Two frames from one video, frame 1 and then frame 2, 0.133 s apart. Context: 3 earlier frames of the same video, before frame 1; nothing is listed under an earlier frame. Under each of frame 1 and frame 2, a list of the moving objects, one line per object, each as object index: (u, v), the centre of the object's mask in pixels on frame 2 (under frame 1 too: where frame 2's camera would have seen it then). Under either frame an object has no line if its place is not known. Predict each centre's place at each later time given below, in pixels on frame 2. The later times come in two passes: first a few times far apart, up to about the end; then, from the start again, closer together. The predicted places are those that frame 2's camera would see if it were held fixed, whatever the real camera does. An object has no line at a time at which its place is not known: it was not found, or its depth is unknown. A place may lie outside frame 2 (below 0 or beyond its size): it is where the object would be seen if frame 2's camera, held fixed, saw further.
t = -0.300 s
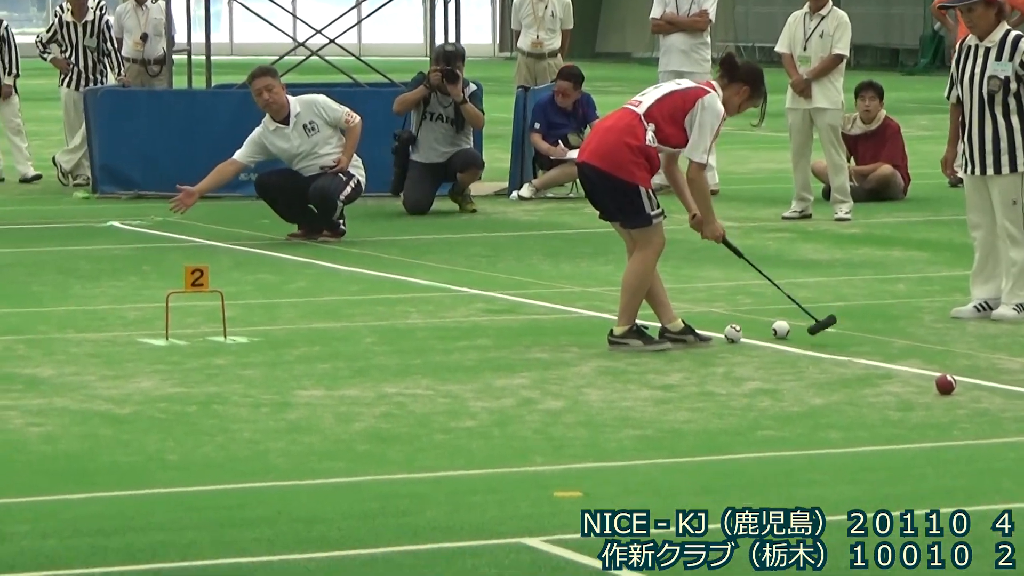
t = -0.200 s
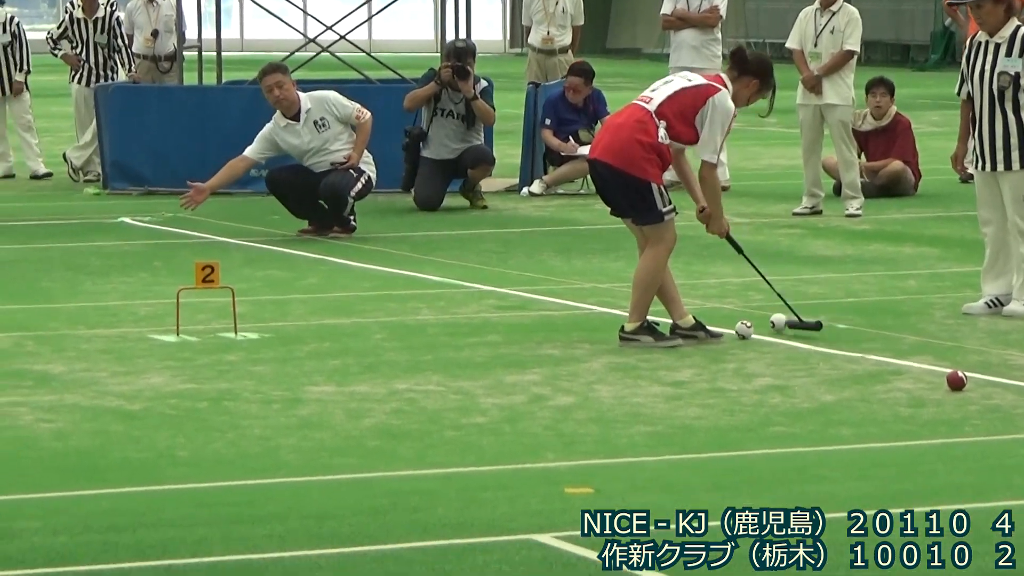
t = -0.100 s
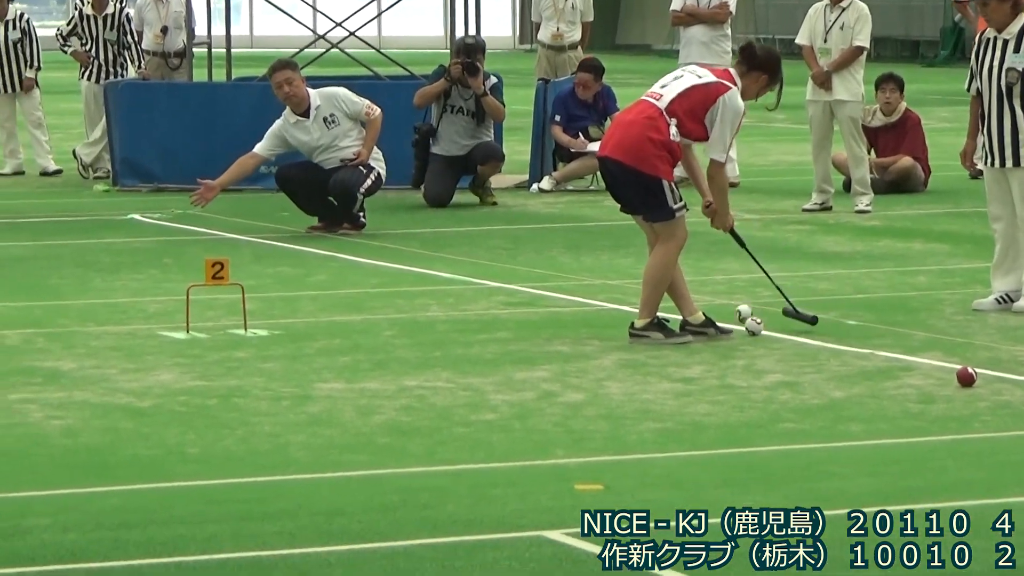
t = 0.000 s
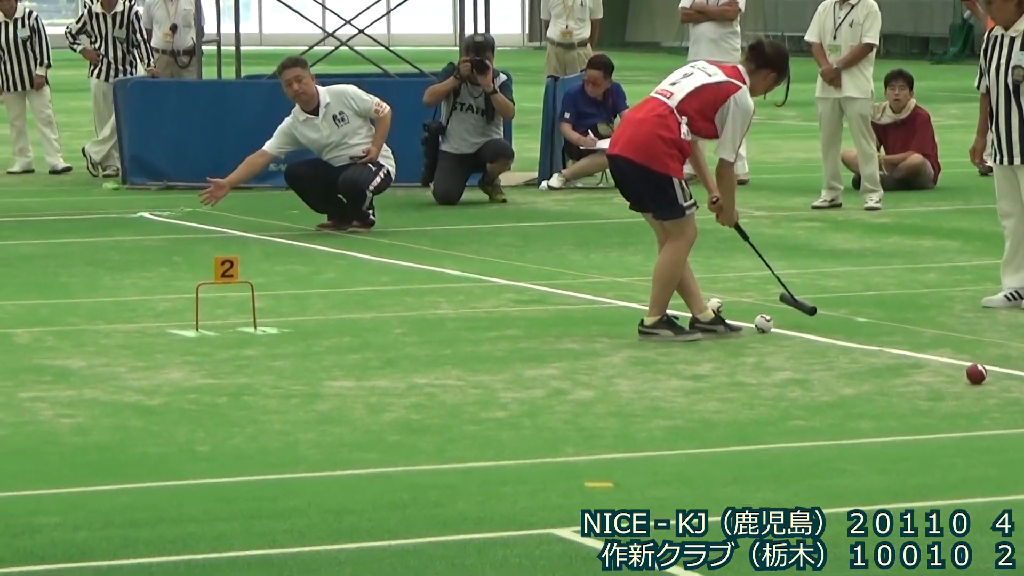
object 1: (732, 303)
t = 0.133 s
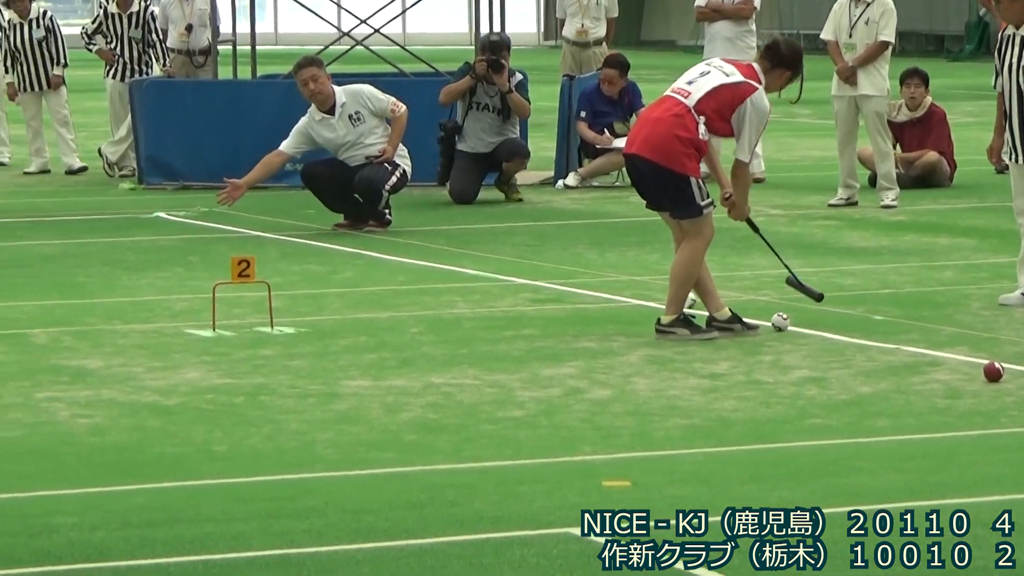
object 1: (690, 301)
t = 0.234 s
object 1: (660, 297)
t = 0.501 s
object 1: (597, 288)
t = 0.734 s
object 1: (546, 281)
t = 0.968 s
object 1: (503, 275)
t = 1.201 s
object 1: (464, 270)
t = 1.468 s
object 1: (427, 265)
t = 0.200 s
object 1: (664, 297)
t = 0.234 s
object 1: (660, 297)
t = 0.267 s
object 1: (652, 296)
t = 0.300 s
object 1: (643, 294)
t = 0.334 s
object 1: (635, 293)
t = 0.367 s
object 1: (627, 292)
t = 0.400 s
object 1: (620, 290)
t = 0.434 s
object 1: (613, 290)
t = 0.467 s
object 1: (604, 289)
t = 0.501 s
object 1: (597, 288)
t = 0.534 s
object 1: (590, 287)
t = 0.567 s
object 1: (582, 286)
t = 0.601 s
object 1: (575, 285)
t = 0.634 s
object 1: (567, 284)
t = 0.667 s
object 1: (560, 283)
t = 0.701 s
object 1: (553, 282)
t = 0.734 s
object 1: (546, 281)
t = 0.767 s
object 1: (540, 280)
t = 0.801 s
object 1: (533, 279)
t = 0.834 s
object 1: (527, 279)
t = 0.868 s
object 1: (521, 278)
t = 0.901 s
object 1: (515, 277)
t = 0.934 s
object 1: (508, 276)
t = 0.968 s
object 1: (503, 275)
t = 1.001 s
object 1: (497, 274)
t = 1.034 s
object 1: (491, 274)
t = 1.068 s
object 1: (486, 273)
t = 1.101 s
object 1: (480, 272)
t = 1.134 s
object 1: (475, 271)
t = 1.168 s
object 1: (470, 271)
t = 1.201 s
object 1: (464, 270)
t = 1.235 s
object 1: (459, 270)
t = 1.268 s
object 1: (455, 269)
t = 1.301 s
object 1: (450, 268)
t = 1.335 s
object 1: (444, 267)
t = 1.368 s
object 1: (440, 267)
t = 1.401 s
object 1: (435, 266)
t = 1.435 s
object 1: (431, 265)
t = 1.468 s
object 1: (427, 265)
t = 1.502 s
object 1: (423, 264)
